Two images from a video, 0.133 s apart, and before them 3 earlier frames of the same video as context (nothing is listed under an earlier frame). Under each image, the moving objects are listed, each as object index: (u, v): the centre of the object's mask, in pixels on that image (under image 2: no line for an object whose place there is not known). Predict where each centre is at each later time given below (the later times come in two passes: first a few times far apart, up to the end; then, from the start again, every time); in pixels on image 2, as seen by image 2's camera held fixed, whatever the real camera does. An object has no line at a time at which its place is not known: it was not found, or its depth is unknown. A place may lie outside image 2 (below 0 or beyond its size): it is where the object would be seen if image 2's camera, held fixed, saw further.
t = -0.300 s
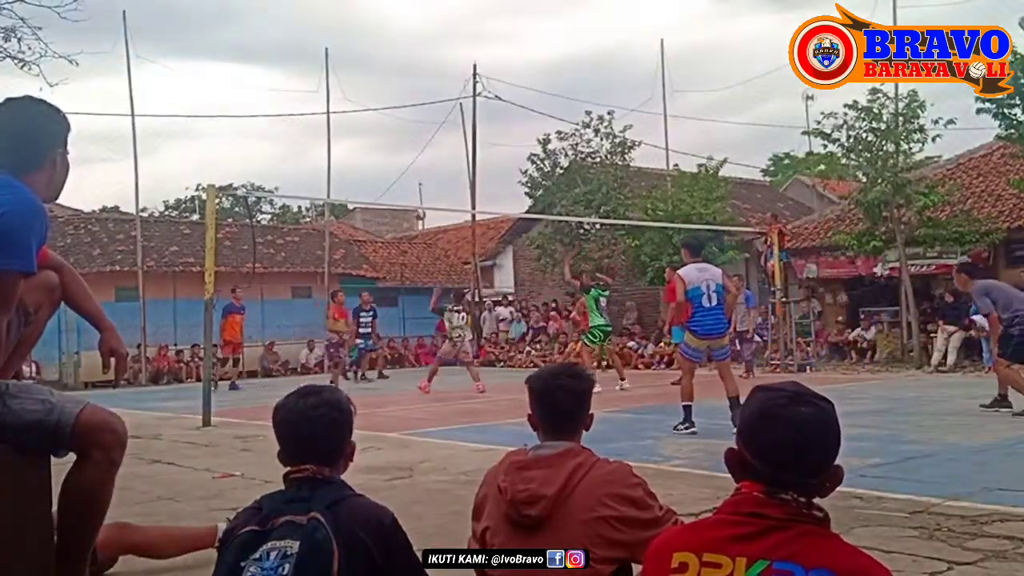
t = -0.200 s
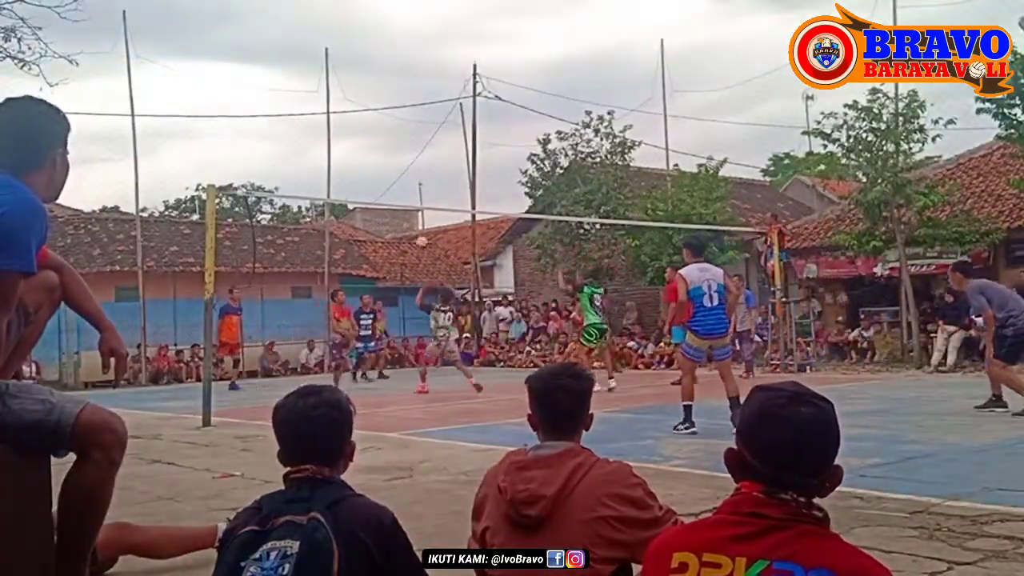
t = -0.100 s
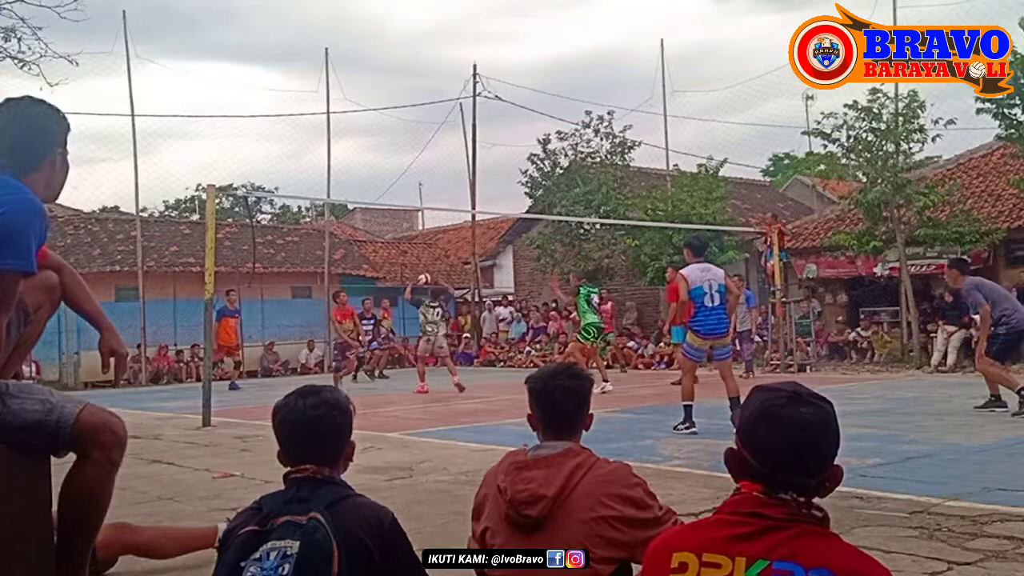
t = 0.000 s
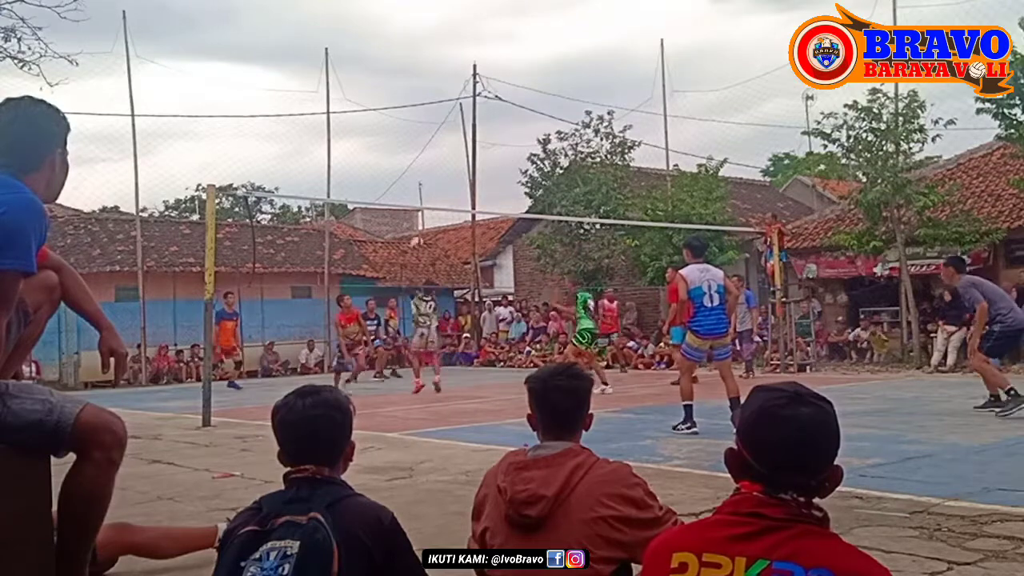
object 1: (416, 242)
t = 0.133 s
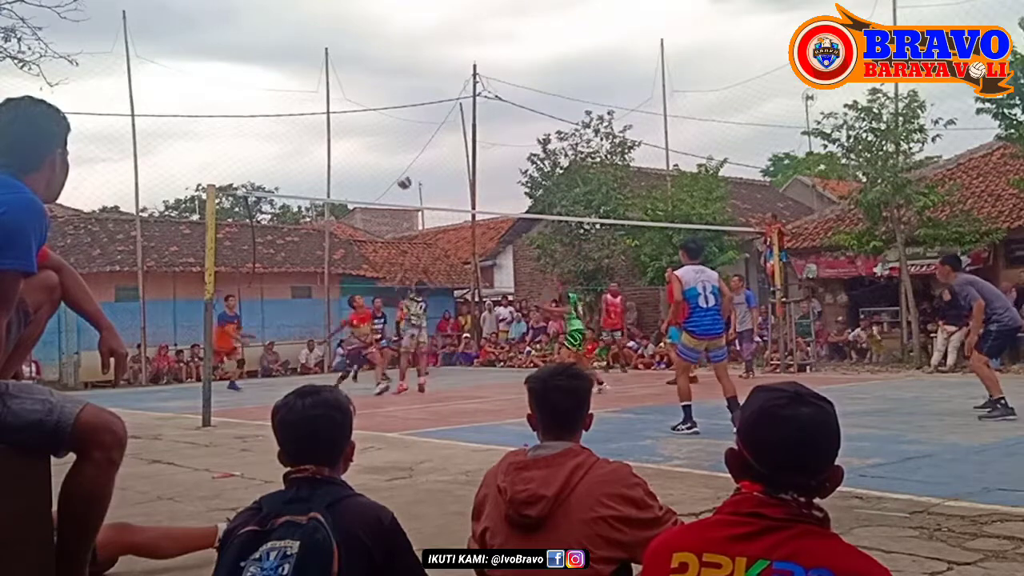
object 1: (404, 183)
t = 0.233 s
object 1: (395, 144)
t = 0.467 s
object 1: (373, 83)
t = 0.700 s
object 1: (353, 59)
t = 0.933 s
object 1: (334, 72)
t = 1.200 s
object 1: (315, 131)
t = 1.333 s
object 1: (307, 178)
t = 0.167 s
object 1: (401, 169)
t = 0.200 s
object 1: (398, 157)
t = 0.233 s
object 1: (395, 144)
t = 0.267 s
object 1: (392, 134)
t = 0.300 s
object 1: (388, 123)
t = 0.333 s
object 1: (385, 114)
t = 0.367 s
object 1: (382, 105)
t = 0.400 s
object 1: (379, 96)
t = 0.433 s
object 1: (376, 89)
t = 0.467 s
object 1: (373, 83)
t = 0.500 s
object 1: (370, 77)
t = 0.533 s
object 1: (367, 73)
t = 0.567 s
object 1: (364, 68)
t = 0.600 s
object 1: (361, 65)
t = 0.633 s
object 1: (358, 62)
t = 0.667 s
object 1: (356, 60)
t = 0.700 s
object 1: (353, 59)
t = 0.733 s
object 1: (350, 58)
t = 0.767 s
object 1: (347, 58)
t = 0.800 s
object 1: (345, 60)
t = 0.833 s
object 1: (342, 61)
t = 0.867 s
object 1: (339, 64)
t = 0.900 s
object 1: (337, 67)
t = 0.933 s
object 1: (334, 72)
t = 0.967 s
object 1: (332, 76)
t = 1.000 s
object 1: (329, 82)
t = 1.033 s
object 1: (327, 89)
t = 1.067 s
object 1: (325, 95)
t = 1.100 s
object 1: (322, 104)
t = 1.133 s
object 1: (320, 112)
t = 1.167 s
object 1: (317, 121)
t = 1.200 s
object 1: (315, 131)
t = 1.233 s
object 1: (313, 141)
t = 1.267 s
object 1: (311, 153)
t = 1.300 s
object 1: (309, 165)
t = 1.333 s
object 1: (307, 178)
